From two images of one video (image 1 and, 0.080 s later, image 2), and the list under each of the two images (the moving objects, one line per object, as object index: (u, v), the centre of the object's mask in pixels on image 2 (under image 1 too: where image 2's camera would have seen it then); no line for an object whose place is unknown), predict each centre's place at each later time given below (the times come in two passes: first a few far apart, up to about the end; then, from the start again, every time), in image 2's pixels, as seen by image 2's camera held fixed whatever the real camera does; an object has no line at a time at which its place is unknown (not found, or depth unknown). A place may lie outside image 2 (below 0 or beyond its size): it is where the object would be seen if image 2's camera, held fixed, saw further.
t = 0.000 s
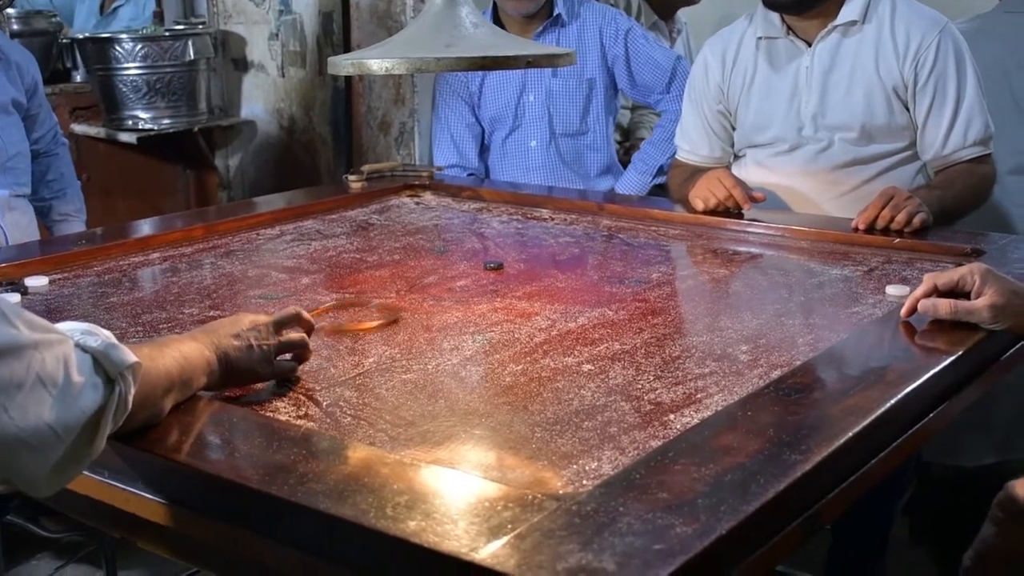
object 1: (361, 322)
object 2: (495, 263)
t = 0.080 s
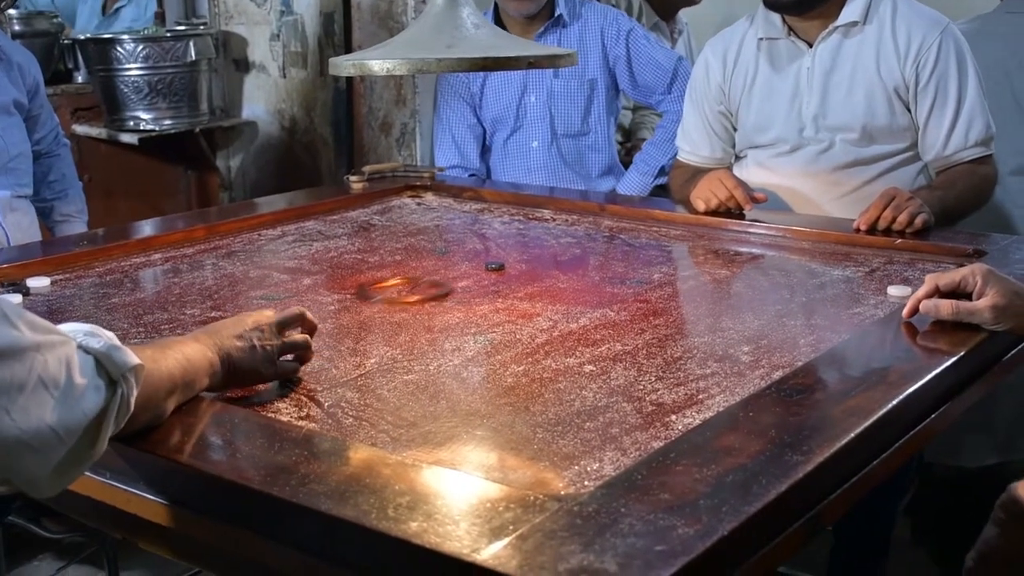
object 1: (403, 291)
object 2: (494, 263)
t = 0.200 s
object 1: (464, 258)
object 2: (536, 261)
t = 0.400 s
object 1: (526, 217)
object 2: (672, 248)
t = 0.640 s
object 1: (396, 236)
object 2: (777, 250)
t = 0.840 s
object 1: (258, 259)
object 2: (809, 270)
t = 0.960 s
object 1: (164, 274)
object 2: (829, 283)
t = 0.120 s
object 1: (426, 279)
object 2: (494, 263)
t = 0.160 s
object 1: (448, 268)
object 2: (504, 263)
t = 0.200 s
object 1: (464, 258)
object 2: (536, 261)
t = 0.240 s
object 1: (476, 249)
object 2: (563, 259)
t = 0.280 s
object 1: (490, 240)
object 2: (593, 256)
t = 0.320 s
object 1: (504, 233)
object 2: (621, 252)
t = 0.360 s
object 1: (517, 224)
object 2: (647, 250)
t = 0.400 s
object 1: (526, 217)
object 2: (672, 248)
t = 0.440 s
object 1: (513, 217)
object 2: (700, 246)
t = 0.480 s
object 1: (493, 221)
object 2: (724, 243)
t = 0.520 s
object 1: (468, 225)
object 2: (749, 243)
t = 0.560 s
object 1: (442, 229)
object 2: (768, 241)
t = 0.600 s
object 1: (420, 233)
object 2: (772, 245)
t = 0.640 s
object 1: (396, 236)
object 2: (777, 250)
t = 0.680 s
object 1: (368, 240)
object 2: (783, 253)
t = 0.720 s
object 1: (342, 245)
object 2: (789, 258)
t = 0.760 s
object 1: (314, 250)
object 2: (796, 262)
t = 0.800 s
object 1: (286, 256)
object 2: (802, 265)
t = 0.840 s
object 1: (258, 259)
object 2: (809, 270)
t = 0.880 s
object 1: (226, 264)
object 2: (815, 274)
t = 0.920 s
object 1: (194, 269)
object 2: (823, 279)
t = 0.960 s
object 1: (164, 274)
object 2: (829, 283)
